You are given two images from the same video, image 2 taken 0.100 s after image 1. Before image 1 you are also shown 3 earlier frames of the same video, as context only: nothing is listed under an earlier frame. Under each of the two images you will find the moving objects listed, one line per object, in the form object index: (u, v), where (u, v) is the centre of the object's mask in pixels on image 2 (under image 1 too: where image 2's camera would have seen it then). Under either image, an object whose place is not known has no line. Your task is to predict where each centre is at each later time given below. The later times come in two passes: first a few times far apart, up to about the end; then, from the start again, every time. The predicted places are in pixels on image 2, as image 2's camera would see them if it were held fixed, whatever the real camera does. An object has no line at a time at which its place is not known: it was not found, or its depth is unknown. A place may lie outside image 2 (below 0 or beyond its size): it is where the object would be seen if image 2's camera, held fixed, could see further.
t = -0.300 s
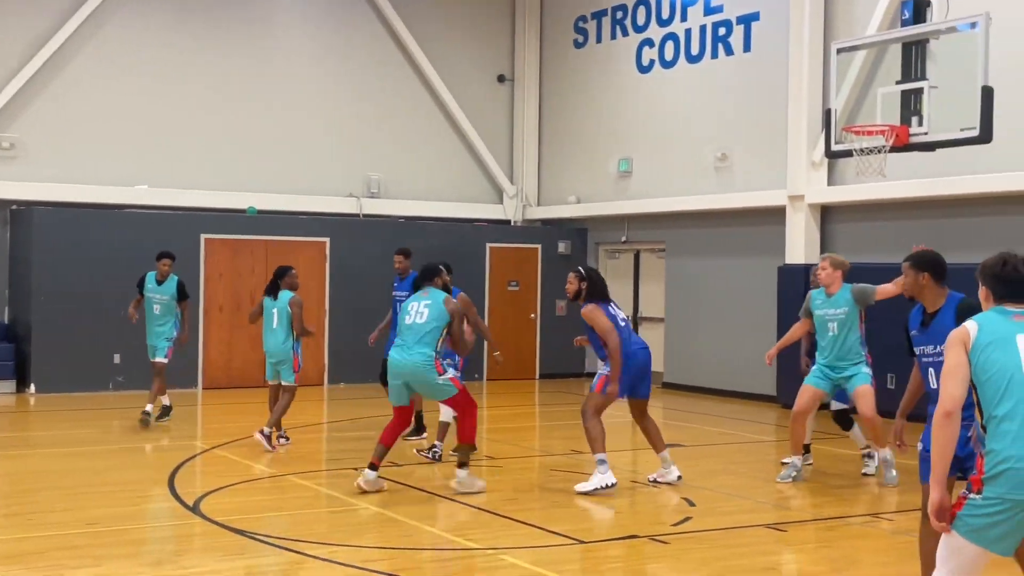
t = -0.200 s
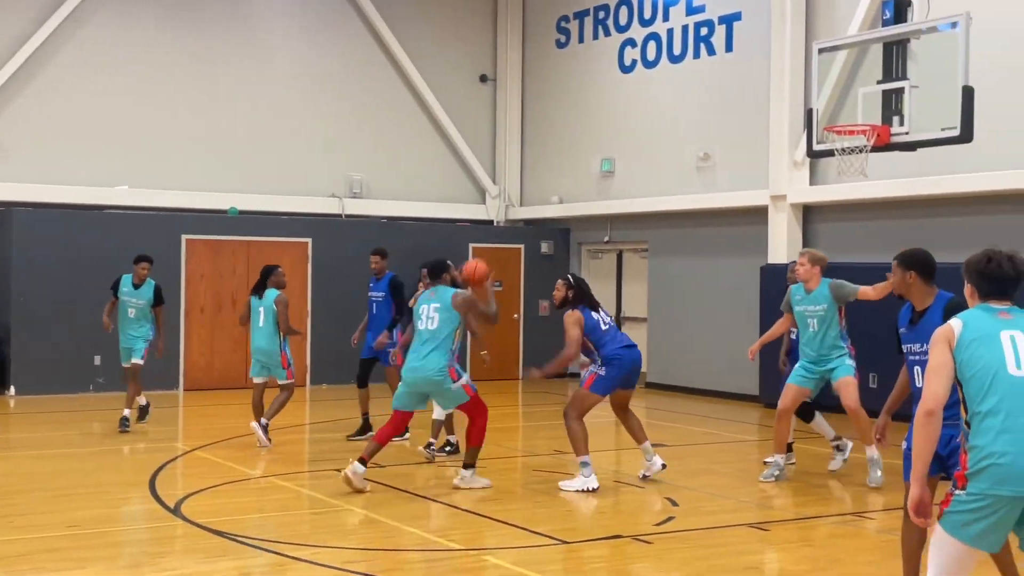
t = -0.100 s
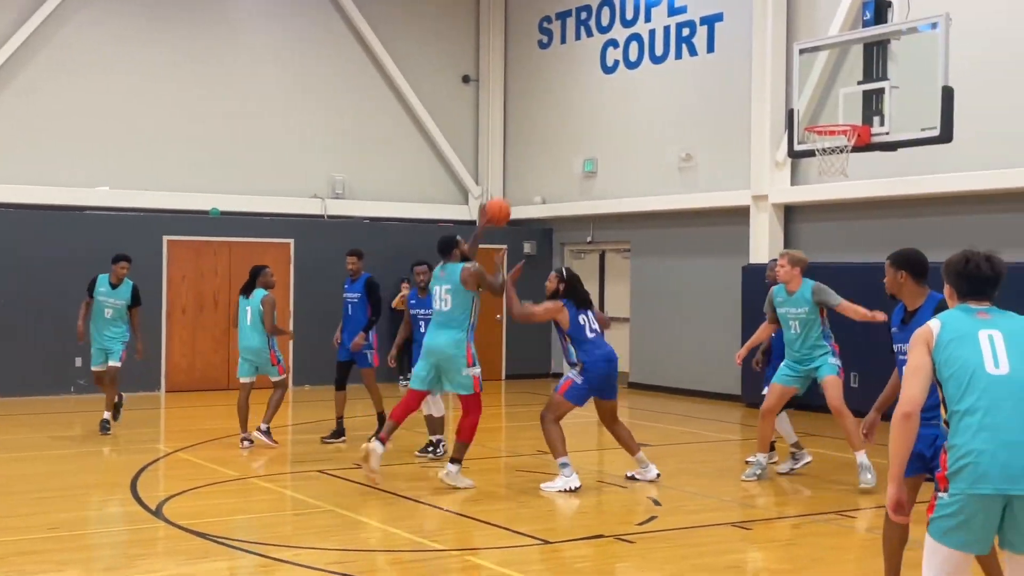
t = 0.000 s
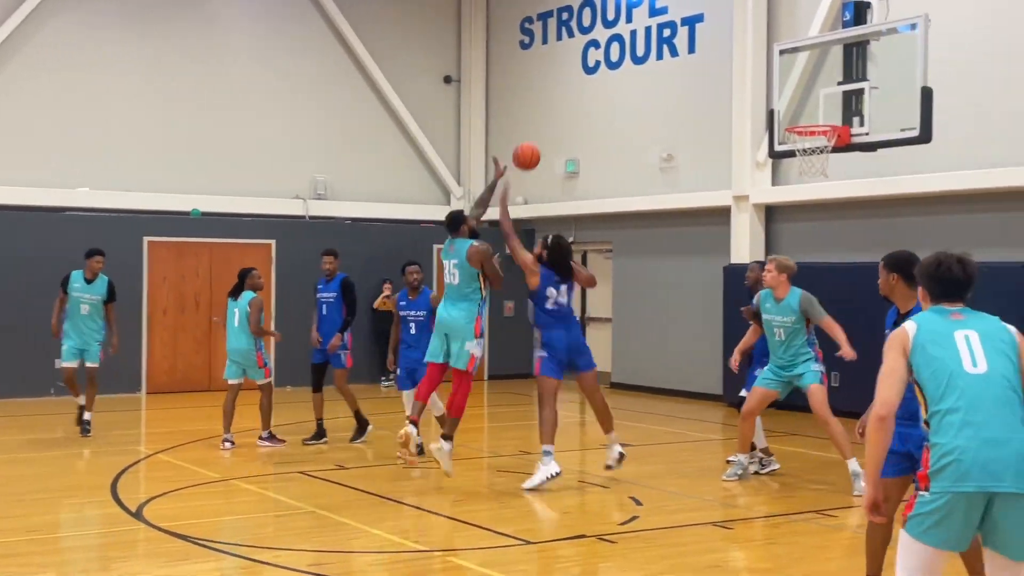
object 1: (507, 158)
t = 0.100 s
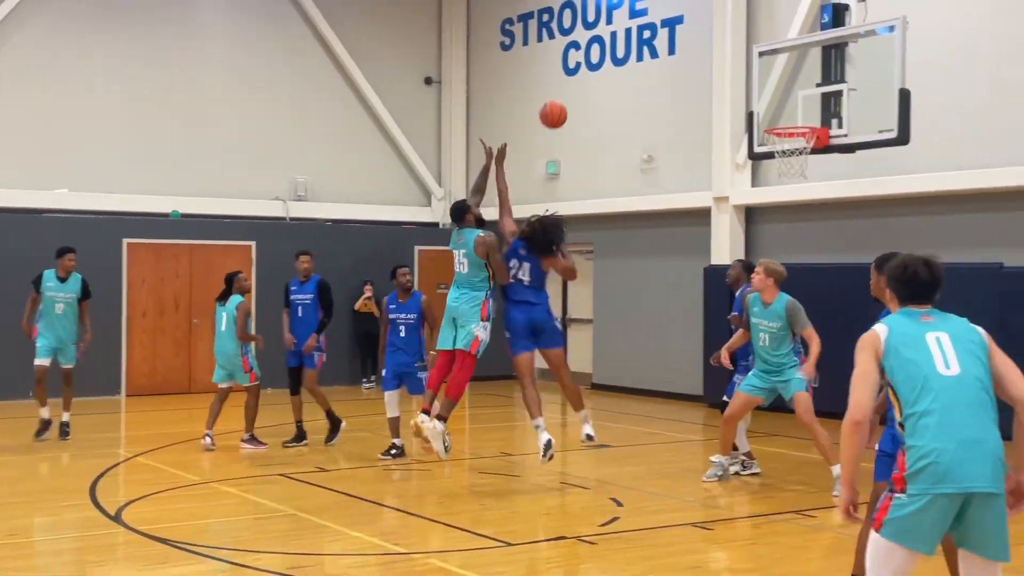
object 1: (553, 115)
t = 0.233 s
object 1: (613, 76)
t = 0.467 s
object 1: (709, 61)
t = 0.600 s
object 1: (762, 79)
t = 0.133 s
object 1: (568, 103)
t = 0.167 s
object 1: (583, 93)
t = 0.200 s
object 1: (598, 84)
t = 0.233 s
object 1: (613, 76)
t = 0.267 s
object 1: (627, 70)
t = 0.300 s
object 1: (641, 65)
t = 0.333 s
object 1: (655, 62)
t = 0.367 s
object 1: (669, 59)
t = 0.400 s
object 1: (683, 59)
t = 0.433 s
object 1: (696, 59)
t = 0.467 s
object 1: (709, 61)
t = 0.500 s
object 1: (723, 64)
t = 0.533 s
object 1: (736, 68)
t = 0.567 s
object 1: (749, 73)
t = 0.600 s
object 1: (762, 79)
